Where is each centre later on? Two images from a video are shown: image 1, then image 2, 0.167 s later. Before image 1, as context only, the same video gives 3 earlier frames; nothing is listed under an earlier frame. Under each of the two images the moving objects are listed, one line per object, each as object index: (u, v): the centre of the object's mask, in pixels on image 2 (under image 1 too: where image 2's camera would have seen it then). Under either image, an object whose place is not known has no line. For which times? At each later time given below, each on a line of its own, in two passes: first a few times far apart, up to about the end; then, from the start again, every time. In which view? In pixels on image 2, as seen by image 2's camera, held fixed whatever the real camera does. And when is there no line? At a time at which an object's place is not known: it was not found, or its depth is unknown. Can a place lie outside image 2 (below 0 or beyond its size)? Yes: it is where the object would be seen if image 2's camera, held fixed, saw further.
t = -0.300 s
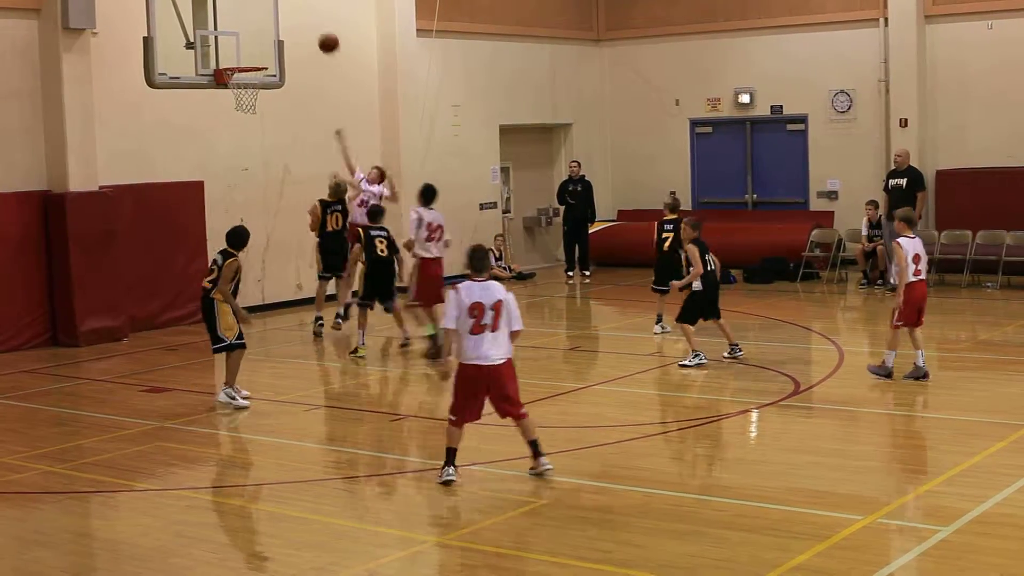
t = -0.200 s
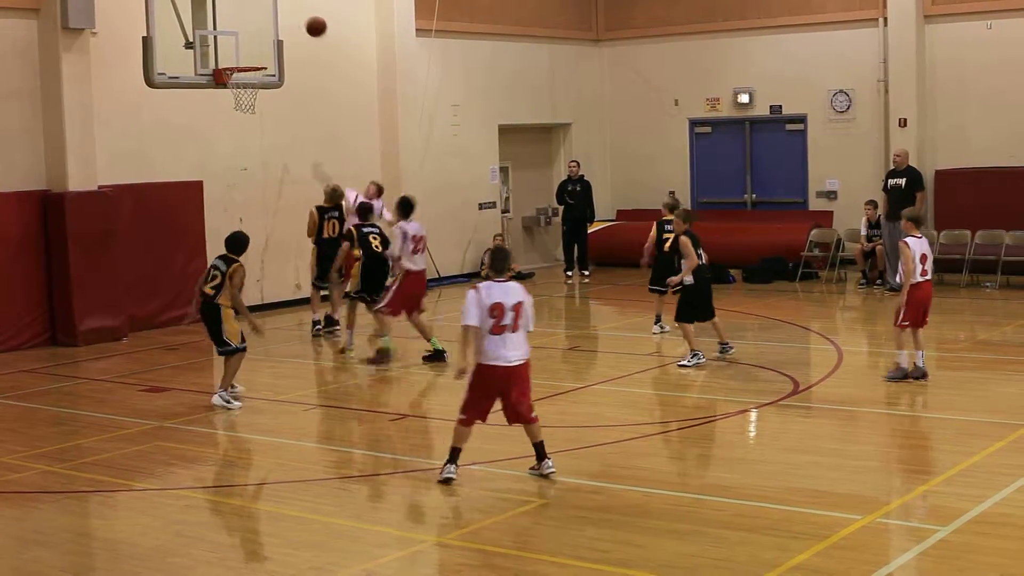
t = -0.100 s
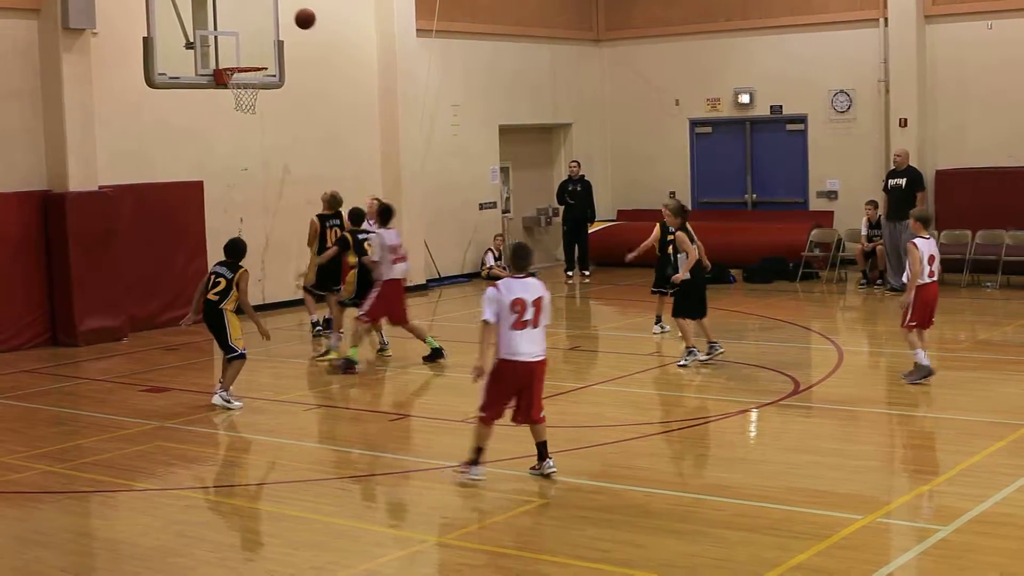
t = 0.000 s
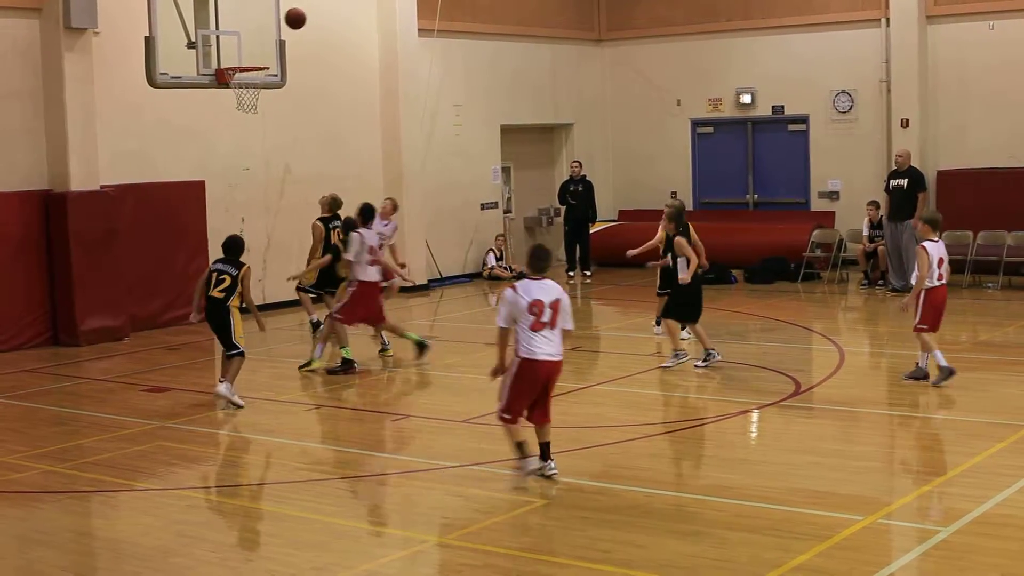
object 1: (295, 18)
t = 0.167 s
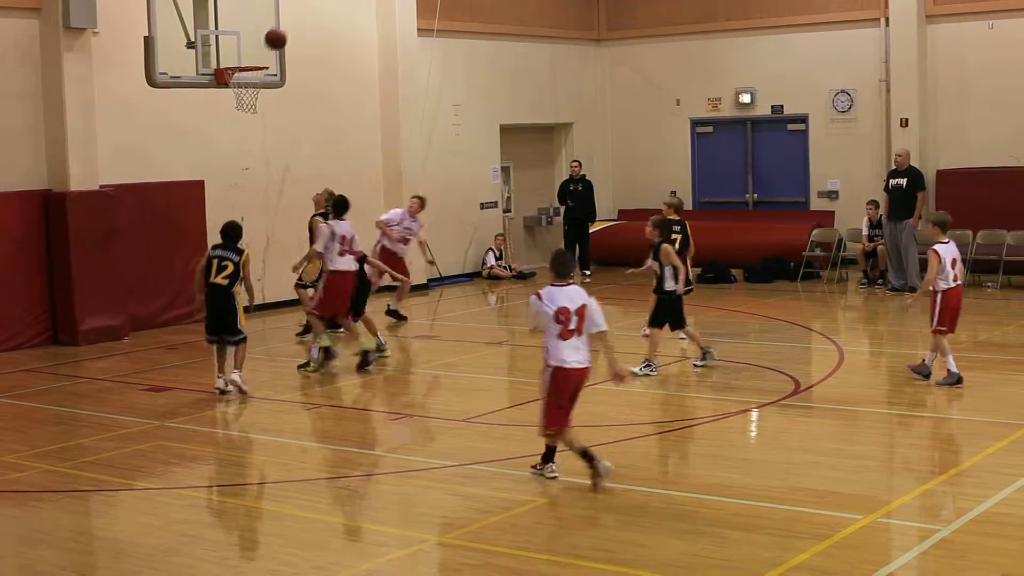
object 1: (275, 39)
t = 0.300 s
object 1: (264, 51)
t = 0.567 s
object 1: (250, 53)
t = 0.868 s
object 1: (233, 70)
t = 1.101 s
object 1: (222, 144)
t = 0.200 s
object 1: (271, 46)
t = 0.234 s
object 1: (268, 54)
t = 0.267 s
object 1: (266, 54)
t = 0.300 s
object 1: (264, 51)
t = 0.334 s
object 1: (262, 48)
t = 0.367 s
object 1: (261, 47)
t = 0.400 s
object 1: (259, 46)
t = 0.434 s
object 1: (257, 47)
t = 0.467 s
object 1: (255, 48)
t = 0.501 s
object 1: (254, 51)
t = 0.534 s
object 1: (253, 55)
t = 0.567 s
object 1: (250, 53)
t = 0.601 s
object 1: (248, 51)
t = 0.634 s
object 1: (246, 50)
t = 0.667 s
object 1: (244, 50)
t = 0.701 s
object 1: (242, 51)
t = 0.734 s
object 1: (240, 52)
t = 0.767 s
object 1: (238, 55)
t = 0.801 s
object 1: (237, 59)
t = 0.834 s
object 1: (234, 64)
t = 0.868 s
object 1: (233, 70)
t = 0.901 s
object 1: (232, 77)
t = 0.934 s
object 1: (230, 86)
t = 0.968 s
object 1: (228, 95)
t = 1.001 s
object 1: (226, 106)
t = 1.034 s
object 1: (225, 118)
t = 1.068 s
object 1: (223, 130)
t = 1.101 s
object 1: (222, 144)
